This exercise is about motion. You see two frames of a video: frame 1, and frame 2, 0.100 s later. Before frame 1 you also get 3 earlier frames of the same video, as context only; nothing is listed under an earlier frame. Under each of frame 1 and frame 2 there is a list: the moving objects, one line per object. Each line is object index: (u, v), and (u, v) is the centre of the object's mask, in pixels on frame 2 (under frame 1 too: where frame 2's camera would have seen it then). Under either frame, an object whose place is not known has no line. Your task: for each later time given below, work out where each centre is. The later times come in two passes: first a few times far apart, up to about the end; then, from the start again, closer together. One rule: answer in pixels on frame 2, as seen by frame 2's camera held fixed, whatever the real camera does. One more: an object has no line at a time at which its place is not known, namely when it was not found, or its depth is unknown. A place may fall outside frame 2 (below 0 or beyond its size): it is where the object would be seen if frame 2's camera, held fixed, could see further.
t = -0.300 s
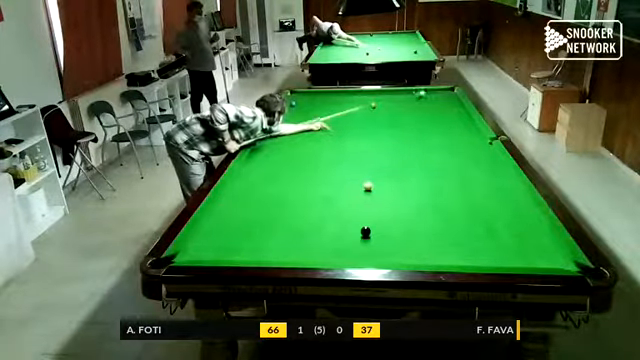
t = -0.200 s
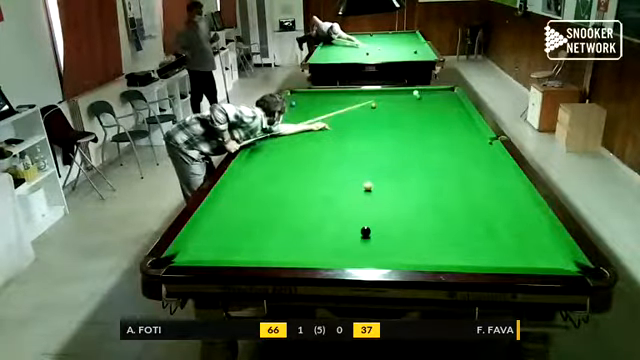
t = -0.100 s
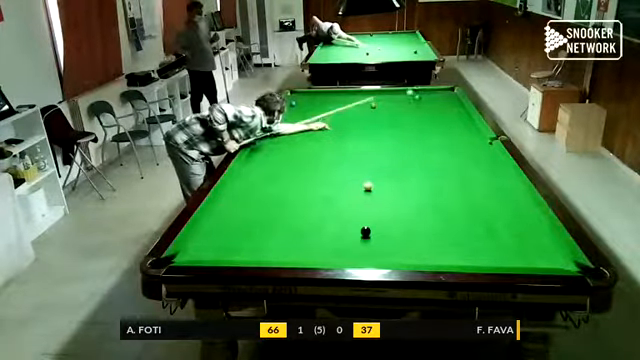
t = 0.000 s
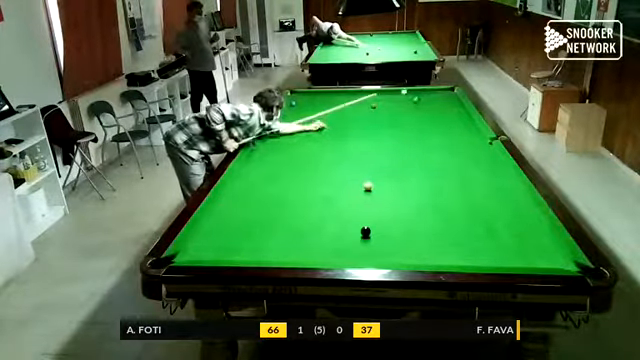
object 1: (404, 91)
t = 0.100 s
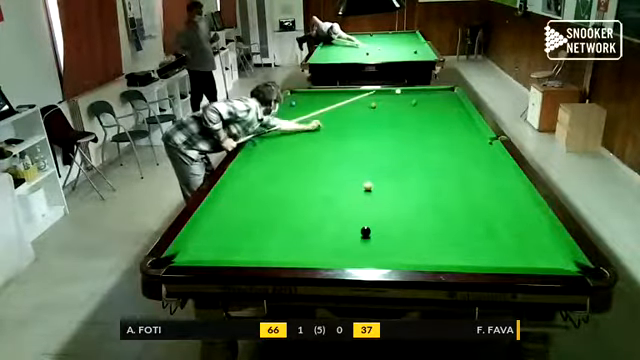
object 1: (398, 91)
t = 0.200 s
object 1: (393, 90)
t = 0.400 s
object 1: (383, 90)
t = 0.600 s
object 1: (375, 91)
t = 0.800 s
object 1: (368, 92)
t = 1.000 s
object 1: (361, 92)
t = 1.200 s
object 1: (355, 93)
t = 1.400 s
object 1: (348, 93)
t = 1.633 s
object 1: (341, 95)
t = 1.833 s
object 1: (335, 94)
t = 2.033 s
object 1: (331, 95)
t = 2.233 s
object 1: (326, 96)
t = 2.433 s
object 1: (321, 96)
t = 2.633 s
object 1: (317, 96)
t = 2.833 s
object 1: (314, 97)
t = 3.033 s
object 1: (311, 97)
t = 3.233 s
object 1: (307, 97)
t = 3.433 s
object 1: (305, 97)
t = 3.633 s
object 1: (303, 97)
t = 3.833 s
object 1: (302, 97)
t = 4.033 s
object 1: (299, 98)
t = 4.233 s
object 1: (299, 98)
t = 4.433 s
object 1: (299, 98)
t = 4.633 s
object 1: (299, 98)
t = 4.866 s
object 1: (299, 98)
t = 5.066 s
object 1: (299, 98)
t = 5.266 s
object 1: (299, 98)
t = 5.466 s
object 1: (299, 98)
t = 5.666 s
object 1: (299, 98)
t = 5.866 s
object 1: (299, 98)
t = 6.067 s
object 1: (299, 98)
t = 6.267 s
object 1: (299, 98)
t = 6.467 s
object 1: (299, 98)
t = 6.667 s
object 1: (299, 98)
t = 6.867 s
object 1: (299, 98)
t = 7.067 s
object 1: (299, 98)
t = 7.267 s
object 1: (299, 98)
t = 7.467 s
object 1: (299, 98)
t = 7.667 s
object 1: (299, 98)
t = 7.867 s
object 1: (299, 98)
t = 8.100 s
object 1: (299, 98)
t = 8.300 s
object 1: (299, 98)
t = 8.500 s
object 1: (299, 98)
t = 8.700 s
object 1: (299, 98)
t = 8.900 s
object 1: (299, 98)
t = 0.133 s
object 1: (396, 91)
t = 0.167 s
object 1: (394, 91)
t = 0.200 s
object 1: (393, 90)
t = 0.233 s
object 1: (391, 90)
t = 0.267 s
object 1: (389, 90)
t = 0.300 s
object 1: (387, 90)
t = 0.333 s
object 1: (386, 90)
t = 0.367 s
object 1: (385, 90)
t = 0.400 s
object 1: (383, 90)
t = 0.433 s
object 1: (382, 90)
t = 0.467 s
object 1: (380, 90)
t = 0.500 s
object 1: (379, 90)
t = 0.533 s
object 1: (377, 90)
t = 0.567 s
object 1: (377, 90)
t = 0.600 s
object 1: (375, 91)
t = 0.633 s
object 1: (374, 91)
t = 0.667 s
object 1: (373, 91)
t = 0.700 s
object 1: (371, 92)
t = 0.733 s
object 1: (370, 91)
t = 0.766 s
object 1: (369, 92)
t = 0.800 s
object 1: (368, 92)
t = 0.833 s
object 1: (366, 92)
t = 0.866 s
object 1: (365, 92)
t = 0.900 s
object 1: (365, 92)
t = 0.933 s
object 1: (363, 92)
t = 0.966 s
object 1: (363, 92)
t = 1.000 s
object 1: (361, 92)
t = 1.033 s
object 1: (360, 92)
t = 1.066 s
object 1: (358, 92)
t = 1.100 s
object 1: (357, 93)
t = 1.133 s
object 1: (356, 93)
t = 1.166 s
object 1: (355, 93)
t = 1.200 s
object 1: (355, 93)
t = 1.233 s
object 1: (353, 93)
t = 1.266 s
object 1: (349, 93)
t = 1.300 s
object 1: (349, 93)
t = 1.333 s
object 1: (348, 94)
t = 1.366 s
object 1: (348, 93)
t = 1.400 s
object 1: (348, 93)
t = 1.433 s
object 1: (346, 94)
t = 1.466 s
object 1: (345, 94)
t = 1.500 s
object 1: (345, 94)
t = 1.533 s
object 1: (344, 94)
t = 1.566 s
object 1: (343, 94)
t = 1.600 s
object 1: (343, 94)
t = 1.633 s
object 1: (341, 95)
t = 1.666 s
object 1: (339, 94)
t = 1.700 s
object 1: (339, 95)
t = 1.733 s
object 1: (338, 94)
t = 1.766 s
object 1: (338, 94)
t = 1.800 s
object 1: (337, 94)
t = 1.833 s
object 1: (335, 94)
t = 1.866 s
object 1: (335, 94)
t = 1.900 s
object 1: (335, 94)
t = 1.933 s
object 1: (333, 95)
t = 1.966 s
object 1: (332, 95)
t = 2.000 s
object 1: (331, 95)
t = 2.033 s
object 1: (331, 95)
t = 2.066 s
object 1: (330, 95)
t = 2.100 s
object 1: (329, 95)
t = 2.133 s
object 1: (329, 95)
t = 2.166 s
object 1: (327, 96)
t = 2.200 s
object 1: (327, 96)
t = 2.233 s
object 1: (326, 96)
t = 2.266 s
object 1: (325, 96)
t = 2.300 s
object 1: (324, 96)
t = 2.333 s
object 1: (323, 96)
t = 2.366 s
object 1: (323, 96)
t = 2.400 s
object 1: (322, 96)
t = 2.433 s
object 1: (321, 96)
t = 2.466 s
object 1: (321, 96)
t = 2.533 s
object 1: (319, 96)
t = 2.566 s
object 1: (319, 96)
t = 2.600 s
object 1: (318, 96)
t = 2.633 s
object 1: (317, 96)
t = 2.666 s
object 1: (317, 97)
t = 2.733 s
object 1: (315, 97)
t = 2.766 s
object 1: (315, 96)
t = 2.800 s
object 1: (314, 97)
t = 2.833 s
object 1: (314, 97)
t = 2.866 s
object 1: (314, 97)
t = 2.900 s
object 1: (313, 97)
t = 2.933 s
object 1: (312, 97)
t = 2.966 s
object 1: (312, 97)
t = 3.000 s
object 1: (311, 97)
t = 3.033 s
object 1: (311, 97)
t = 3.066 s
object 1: (311, 97)
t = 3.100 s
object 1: (309, 97)
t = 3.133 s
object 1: (309, 97)
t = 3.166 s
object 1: (309, 97)
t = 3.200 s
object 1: (308, 97)
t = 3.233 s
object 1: (307, 97)
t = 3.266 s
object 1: (307, 97)
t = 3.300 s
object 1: (307, 97)
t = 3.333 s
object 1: (307, 97)
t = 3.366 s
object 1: (306, 97)
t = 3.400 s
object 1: (306, 97)
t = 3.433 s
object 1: (305, 97)
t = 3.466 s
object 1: (305, 97)
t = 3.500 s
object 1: (305, 97)
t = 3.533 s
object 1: (304, 97)
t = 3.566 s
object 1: (304, 97)
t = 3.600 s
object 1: (304, 97)
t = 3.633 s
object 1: (303, 97)
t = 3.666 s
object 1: (303, 97)
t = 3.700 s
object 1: (302, 97)
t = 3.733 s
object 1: (302, 97)
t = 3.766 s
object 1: (302, 97)
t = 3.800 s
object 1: (302, 97)
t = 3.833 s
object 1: (302, 97)
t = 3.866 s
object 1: (302, 97)
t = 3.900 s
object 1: (301, 97)
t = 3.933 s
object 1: (300, 97)
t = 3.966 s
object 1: (300, 98)
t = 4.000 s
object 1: (299, 98)
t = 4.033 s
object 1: (299, 98)
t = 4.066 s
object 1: (299, 98)
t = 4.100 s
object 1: (299, 98)
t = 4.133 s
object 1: (299, 98)
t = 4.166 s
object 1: (299, 98)
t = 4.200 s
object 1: (299, 98)
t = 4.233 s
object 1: (299, 98)
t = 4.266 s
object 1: (299, 98)
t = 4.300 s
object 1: (299, 98)
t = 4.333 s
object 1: (299, 98)
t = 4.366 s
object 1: (299, 98)
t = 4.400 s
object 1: (299, 98)
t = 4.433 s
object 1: (299, 98)
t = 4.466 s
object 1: (299, 98)
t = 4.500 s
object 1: (299, 98)
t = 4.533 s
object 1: (299, 98)
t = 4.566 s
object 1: (299, 98)
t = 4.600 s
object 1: (299, 98)
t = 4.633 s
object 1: (299, 98)
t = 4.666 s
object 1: (299, 98)
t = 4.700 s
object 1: (299, 98)
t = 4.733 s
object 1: (299, 98)
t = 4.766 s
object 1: (299, 98)
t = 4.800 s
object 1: (299, 98)
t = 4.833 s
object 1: (299, 98)
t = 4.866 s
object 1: (299, 98)
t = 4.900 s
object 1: (299, 98)
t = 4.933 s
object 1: (299, 98)
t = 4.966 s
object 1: (299, 98)
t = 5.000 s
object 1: (299, 98)
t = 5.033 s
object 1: (299, 98)
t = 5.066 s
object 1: (299, 98)
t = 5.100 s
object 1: (299, 98)
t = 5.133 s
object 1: (299, 98)
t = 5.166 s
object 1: (298, 98)
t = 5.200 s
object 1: (299, 98)
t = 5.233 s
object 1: (299, 98)
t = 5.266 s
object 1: (299, 98)
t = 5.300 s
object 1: (299, 98)
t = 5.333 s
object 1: (299, 98)
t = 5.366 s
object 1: (299, 98)
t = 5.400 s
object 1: (299, 98)
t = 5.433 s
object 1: (299, 98)
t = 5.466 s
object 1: (299, 98)
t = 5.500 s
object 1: (299, 98)
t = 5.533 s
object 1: (299, 98)
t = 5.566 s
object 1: (299, 98)
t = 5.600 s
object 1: (299, 98)
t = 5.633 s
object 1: (299, 98)
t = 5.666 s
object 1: (299, 98)
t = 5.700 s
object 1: (299, 98)
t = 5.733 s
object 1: (299, 98)
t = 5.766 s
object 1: (299, 98)
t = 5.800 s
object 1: (299, 98)
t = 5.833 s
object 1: (299, 98)
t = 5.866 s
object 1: (299, 98)
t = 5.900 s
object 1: (299, 98)
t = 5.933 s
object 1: (299, 98)
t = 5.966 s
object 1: (299, 98)
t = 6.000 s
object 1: (299, 98)
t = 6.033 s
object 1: (299, 98)
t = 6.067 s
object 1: (299, 98)
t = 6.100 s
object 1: (299, 98)
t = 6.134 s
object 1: (299, 98)
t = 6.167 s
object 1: (299, 98)
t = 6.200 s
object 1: (299, 98)
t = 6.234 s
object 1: (299, 98)
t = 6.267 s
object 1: (299, 98)
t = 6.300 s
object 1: (299, 98)
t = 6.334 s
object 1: (299, 98)
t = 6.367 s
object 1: (299, 98)
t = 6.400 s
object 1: (299, 98)
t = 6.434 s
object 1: (299, 98)
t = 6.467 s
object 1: (299, 98)
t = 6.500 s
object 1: (299, 98)
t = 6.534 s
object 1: (299, 98)
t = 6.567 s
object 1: (299, 98)
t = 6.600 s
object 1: (299, 98)
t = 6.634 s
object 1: (299, 98)
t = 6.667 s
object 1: (299, 98)
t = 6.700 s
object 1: (299, 98)
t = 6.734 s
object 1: (299, 98)
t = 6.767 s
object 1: (299, 98)
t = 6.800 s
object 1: (299, 98)
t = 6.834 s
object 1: (299, 98)
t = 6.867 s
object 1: (299, 98)
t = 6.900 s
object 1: (298, 98)
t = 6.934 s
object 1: (299, 98)
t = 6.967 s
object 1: (299, 98)
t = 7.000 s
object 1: (299, 98)
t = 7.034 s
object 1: (299, 98)
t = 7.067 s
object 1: (299, 98)
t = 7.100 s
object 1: (299, 98)
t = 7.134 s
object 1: (299, 98)
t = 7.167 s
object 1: (299, 98)
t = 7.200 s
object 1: (299, 98)
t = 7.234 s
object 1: (299, 98)
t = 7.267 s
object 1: (299, 98)
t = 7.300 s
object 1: (299, 98)
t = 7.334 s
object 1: (299, 98)
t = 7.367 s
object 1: (299, 98)
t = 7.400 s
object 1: (299, 98)
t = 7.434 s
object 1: (299, 98)
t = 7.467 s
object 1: (299, 98)
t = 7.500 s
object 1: (299, 98)
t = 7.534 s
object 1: (299, 98)
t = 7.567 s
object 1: (299, 98)
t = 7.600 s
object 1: (299, 98)
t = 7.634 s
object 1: (299, 98)
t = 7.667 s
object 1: (299, 98)
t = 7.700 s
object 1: (299, 98)
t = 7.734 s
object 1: (299, 98)
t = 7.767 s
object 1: (299, 98)
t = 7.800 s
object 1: (299, 98)
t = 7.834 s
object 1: (299, 97)
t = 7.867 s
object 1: (299, 98)
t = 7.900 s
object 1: (299, 97)
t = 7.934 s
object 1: (299, 98)
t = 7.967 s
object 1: (299, 98)
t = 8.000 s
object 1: (299, 97)
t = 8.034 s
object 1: (299, 98)
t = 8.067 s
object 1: (299, 98)
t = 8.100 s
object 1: (299, 98)
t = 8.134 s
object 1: (299, 98)
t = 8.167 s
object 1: (299, 98)
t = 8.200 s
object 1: (299, 98)
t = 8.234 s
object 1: (299, 98)
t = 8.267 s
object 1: (299, 98)
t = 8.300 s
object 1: (299, 98)
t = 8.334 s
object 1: (299, 98)
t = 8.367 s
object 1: (299, 98)
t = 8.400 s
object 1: (299, 98)
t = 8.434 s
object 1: (299, 98)
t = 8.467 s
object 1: (299, 98)
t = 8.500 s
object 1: (299, 98)
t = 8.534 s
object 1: (299, 98)
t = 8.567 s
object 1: (299, 98)
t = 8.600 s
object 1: (299, 98)
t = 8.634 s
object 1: (299, 98)
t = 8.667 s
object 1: (299, 98)
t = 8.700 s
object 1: (299, 98)
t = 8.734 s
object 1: (299, 98)
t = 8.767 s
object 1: (299, 98)
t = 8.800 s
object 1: (299, 98)
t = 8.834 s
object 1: (299, 98)
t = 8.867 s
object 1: (299, 98)
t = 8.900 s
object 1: (299, 98)
